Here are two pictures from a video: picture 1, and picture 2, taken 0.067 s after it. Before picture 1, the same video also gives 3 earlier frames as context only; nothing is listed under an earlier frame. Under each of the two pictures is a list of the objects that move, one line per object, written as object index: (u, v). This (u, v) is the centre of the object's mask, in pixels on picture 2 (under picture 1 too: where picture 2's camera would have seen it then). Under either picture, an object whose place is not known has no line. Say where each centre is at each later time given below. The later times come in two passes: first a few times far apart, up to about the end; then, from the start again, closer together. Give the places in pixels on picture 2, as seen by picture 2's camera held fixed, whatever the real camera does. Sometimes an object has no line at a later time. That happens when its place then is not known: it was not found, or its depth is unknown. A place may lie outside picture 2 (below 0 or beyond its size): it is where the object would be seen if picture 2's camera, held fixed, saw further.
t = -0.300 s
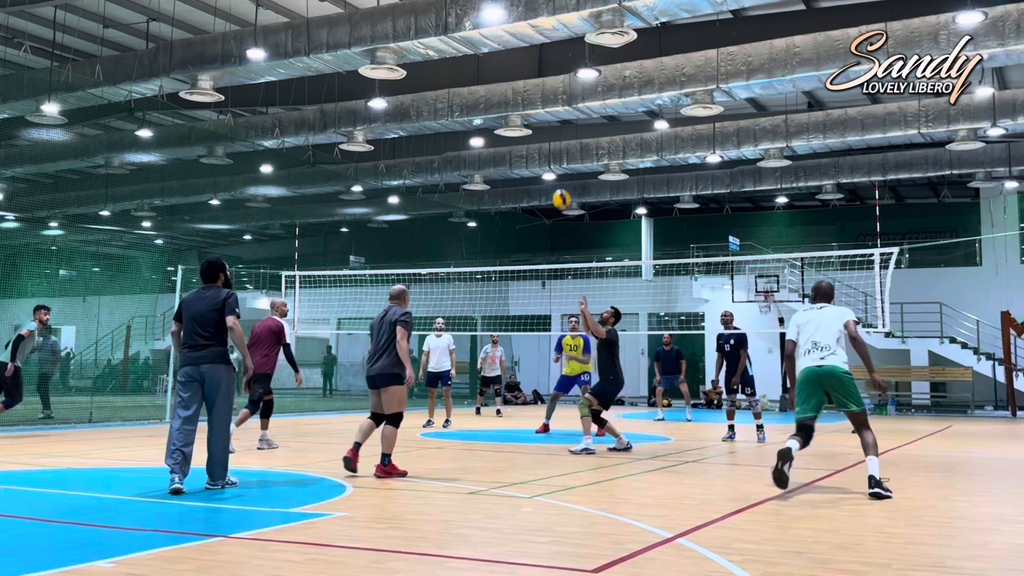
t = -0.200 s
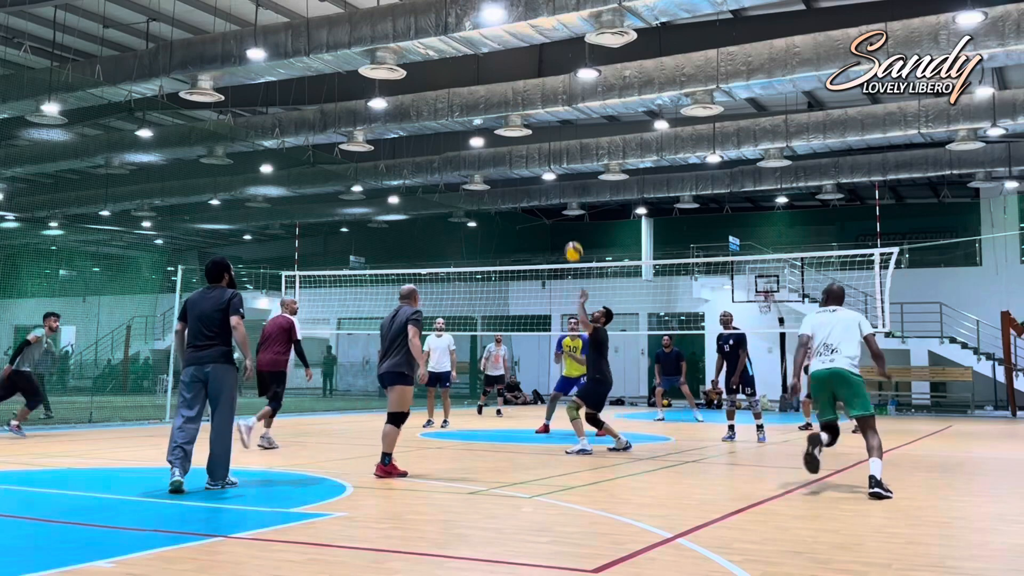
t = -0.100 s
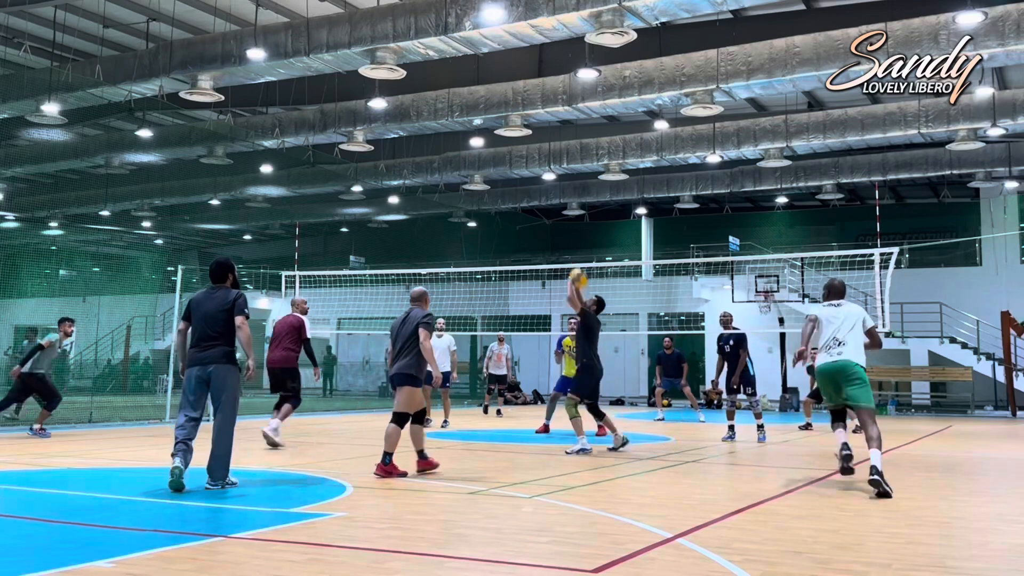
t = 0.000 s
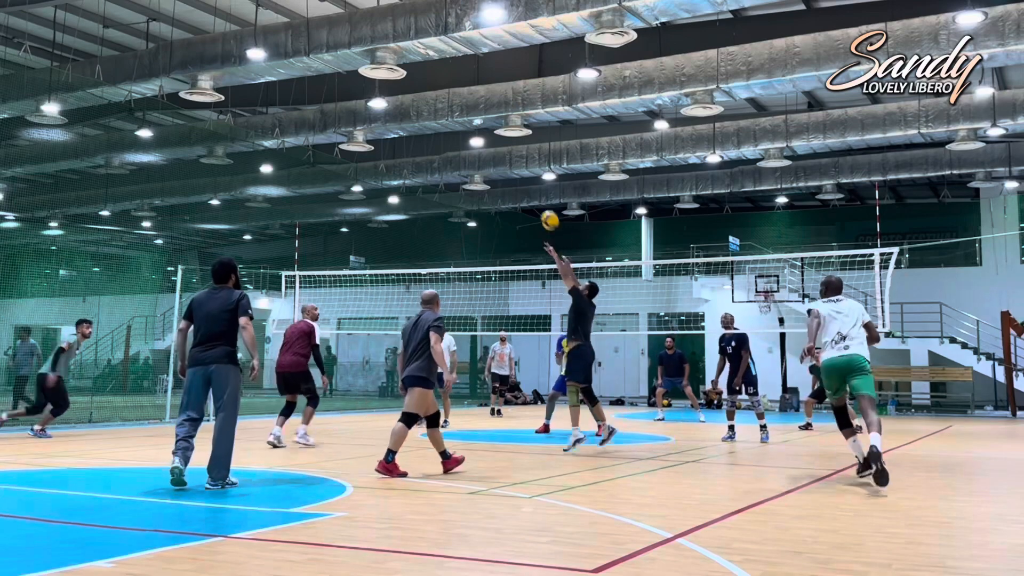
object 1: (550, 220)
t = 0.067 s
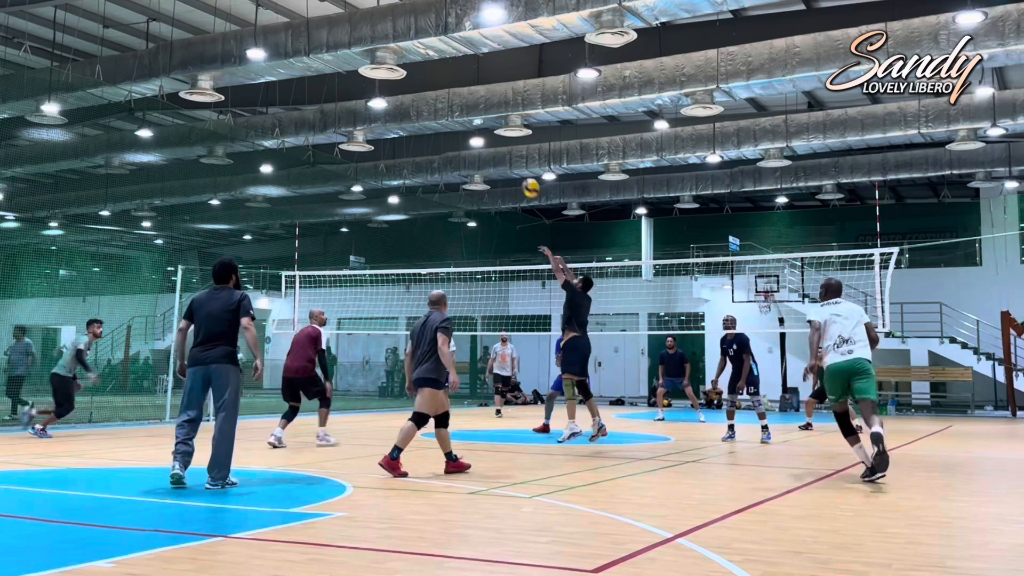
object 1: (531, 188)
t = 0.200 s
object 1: (494, 138)
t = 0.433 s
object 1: (437, 93)
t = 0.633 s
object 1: (393, 88)
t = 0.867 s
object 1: (344, 118)
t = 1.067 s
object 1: (306, 169)
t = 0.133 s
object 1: (513, 161)
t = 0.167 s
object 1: (503, 149)
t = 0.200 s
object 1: (494, 138)
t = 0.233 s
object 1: (486, 128)
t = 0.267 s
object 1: (477, 120)
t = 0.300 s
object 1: (469, 113)
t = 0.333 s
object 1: (461, 106)
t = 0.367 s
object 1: (453, 101)
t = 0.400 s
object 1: (445, 96)
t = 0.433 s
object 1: (437, 93)
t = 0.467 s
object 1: (429, 90)
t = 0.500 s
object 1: (422, 88)
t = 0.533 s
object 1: (414, 87)
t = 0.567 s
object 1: (407, 86)
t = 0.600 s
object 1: (400, 87)
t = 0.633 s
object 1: (393, 88)
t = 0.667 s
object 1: (386, 90)
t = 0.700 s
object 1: (378, 92)
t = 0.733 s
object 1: (371, 95)
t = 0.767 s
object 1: (364, 101)
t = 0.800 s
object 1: (358, 106)
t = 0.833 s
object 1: (351, 111)
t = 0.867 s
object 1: (344, 118)
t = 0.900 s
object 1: (338, 124)
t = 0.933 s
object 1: (332, 132)
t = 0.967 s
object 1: (325, 141)
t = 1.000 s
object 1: (318, 150)
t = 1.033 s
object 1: (312, 159)
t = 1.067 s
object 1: (306, 169)
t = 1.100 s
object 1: (300, 180)
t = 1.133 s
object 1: (294, 191)
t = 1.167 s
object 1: (288, 203)
